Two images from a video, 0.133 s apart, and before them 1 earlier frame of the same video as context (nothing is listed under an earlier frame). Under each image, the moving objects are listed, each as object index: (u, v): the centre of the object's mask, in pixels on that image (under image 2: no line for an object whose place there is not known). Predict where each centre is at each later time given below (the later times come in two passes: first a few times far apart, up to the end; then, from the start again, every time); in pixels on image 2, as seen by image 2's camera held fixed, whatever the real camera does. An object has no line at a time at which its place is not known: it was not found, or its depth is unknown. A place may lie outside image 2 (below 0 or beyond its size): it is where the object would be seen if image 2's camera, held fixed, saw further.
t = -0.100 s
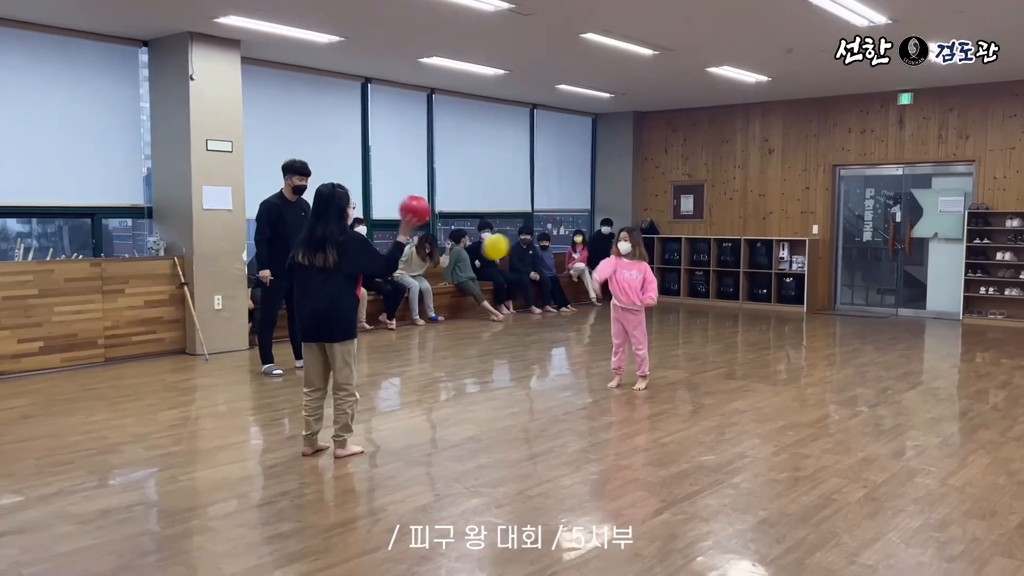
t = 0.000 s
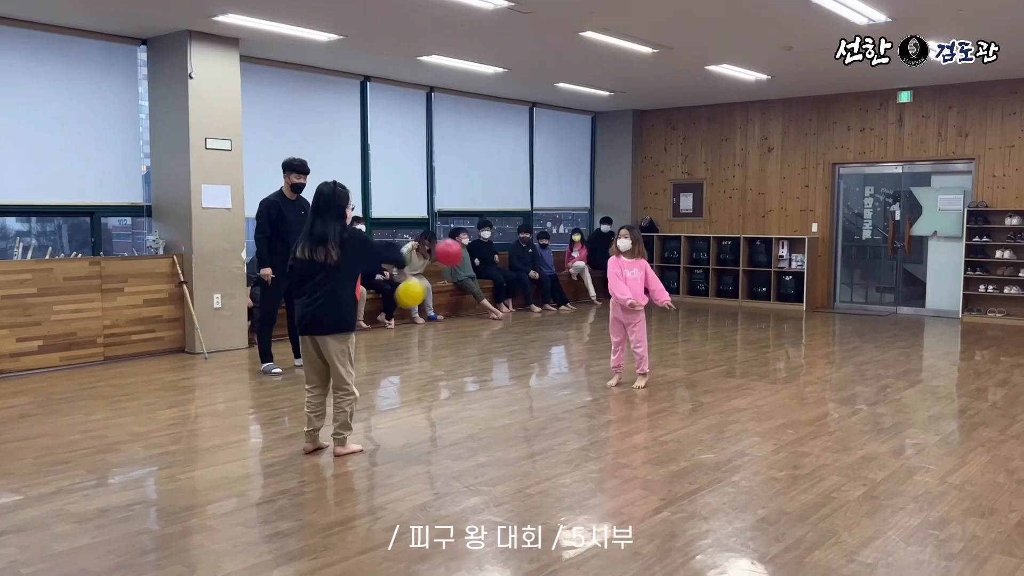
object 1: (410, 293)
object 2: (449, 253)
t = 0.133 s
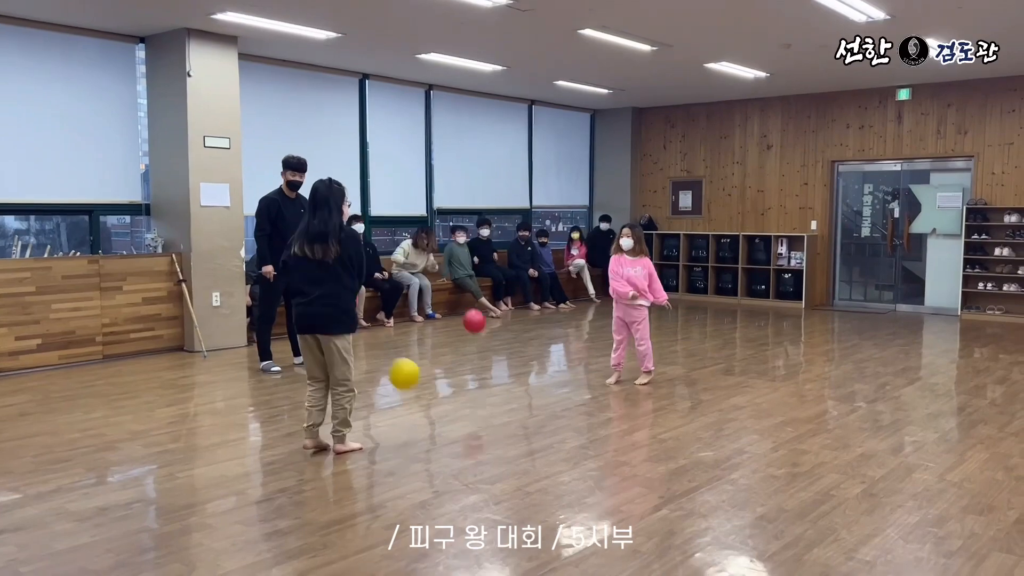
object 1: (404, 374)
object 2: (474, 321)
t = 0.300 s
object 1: (513, 439)
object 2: (495, 343)
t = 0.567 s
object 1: (673, 407)
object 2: (512, 309)
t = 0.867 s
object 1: (842, 446)
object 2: (527, 331)
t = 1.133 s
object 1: (982, 459)
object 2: (536, 329)
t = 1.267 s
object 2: (541, 323)
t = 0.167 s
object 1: (427, 393)
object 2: (480, 338)
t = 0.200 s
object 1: (451, 414)
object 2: (486, 354)
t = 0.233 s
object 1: (473, 438)
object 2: (490, 365)
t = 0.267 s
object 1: (493, 453)
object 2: (493, 353)
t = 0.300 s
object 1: (513, 439)
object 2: (495, 343)
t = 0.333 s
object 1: (533, 428)
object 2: (498, 334)
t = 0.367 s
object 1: (554, 419)
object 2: (500, 326)
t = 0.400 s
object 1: (574, 412)
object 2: (503, 320)
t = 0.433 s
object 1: (593, 407)
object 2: (505, 316)
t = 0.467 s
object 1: (613, 404)
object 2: (506, 312)
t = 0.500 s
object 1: (633, 403)
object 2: (509, 310)
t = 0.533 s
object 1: (653, 404)
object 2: (511, 309)
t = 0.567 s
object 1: (673, 407)
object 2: (512, 309)
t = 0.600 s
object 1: (693, 413)
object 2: (514, 310)
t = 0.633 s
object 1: (712, 421)
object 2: (516, 312)
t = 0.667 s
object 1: (730, 429)
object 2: (517, 316)
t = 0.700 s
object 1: (749, 440)
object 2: (519, 320)
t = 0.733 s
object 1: (769, 454)
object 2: (521, 325)
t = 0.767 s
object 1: (787, 462)
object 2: (522, 332)
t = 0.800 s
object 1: (806, 455)
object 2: (524, 339)
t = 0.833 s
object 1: (824, 450)
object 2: (525, 336)
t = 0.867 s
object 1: (842, 446)
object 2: (527, 331)
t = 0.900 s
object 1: (860, 445)
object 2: (528, 327)
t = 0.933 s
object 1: (878, 445)
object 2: (529, 325)
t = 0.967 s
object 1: (897, 448)
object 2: (531, 323)
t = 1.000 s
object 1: (915, 453)
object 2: (532, 323)
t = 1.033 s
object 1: (932, 461)
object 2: (533, 324)
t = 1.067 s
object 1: (949, 468)
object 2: (535, 325)
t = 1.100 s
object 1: (966, 463)
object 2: (536, 327)
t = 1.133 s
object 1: (982, 459)
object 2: (536, 329)
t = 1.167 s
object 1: (999, 457)
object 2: (538, 327)
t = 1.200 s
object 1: (1015, 457)
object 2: (539, 325)
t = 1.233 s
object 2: (540, 323)
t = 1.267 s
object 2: (541, 323)
